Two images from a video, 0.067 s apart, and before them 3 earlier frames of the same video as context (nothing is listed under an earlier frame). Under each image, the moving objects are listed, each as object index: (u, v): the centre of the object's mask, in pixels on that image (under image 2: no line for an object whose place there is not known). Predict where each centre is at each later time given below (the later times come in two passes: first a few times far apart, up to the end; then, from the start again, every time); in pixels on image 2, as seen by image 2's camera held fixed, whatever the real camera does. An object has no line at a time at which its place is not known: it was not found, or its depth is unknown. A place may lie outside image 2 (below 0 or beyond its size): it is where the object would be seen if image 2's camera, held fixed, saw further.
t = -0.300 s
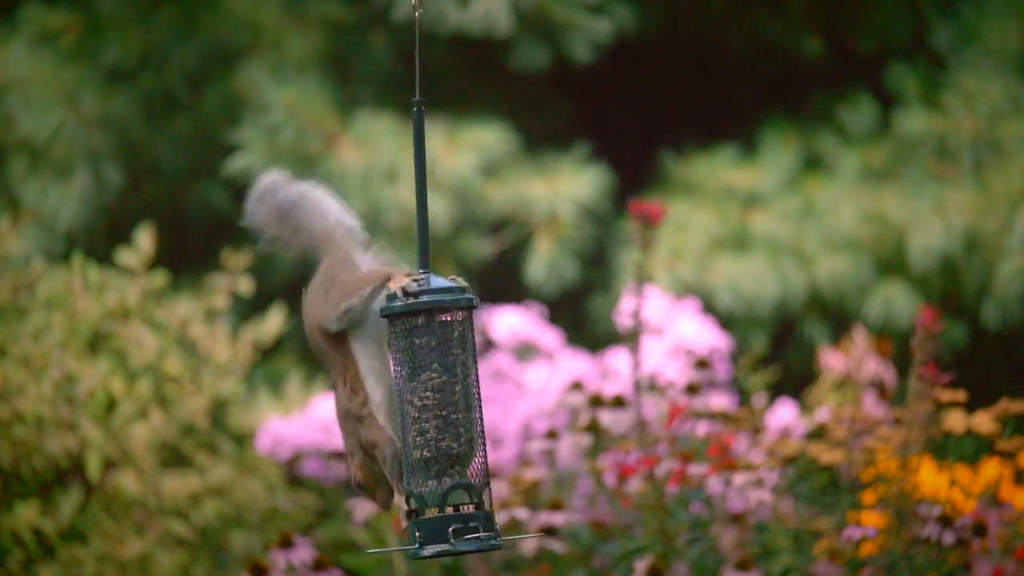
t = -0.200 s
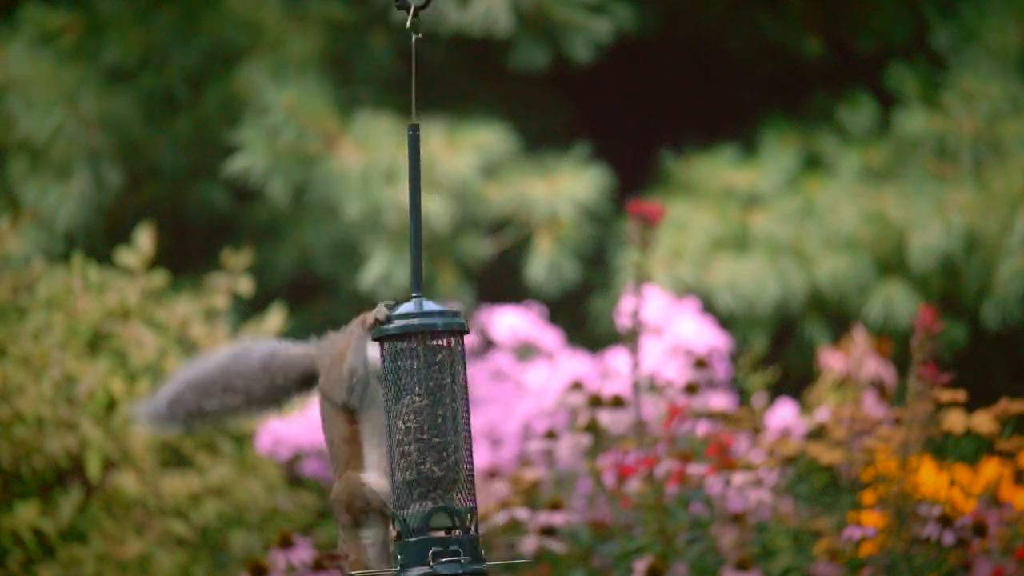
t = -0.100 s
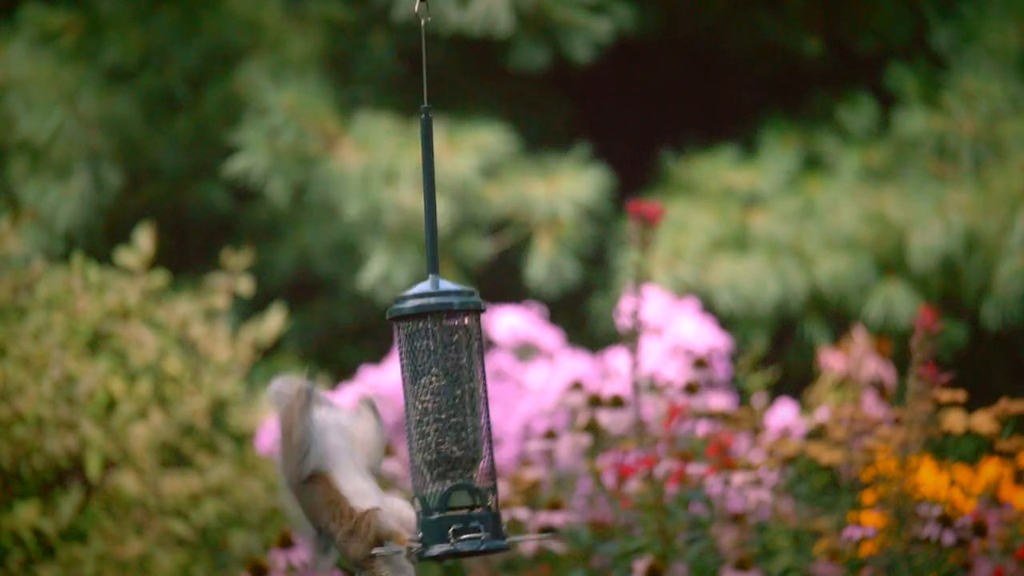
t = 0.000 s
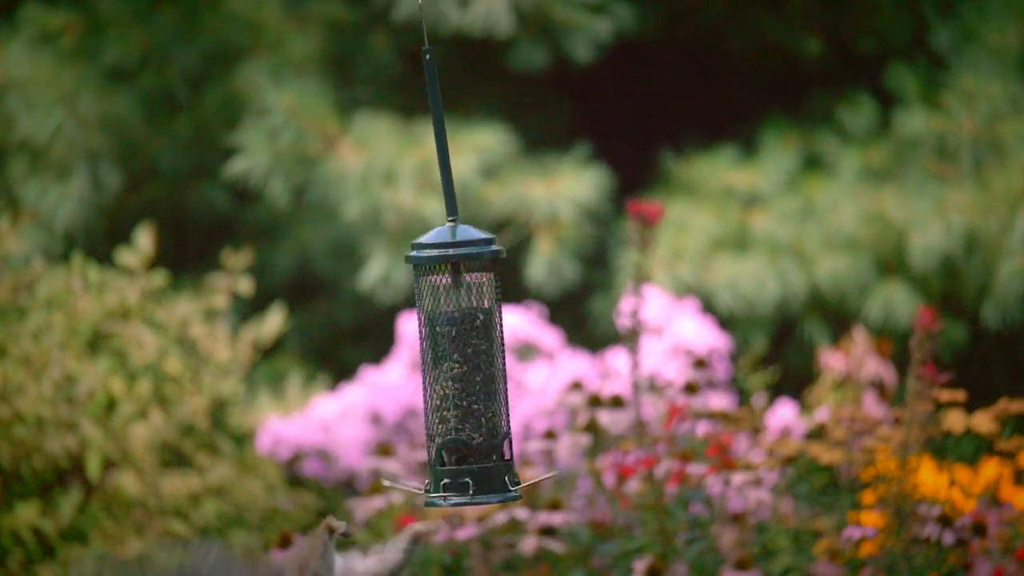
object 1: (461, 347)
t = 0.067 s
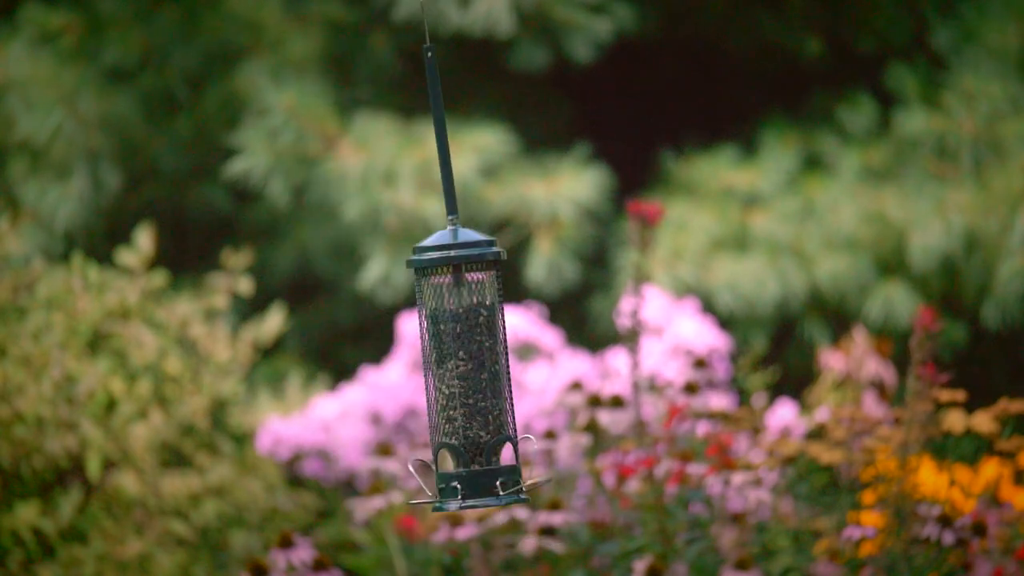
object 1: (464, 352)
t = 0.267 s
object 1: (452, 364)
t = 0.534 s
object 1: (398, 359)
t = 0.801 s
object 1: (377, 360)
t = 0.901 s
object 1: (385, 360)
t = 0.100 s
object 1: (464, 359)
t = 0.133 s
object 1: (465, 368)
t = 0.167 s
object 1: (463, 372)
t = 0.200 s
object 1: (460, 373)
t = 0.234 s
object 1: (456, 370)
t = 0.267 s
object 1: (452, 364)
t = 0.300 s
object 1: (446, 360)
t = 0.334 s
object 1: (439, 363)
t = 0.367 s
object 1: (432, 366)
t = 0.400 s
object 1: (426, 365)
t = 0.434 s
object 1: (419, 363)
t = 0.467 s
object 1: (411, 361)
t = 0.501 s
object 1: (404, 359)
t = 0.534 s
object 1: (398, 359)
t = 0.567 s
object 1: (393, 358)
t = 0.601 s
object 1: (388, 358)
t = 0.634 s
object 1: (383, 359)
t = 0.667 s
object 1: (380, 359)
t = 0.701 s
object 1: (377, 360)
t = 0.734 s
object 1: (376, 360)
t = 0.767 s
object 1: (376, 360)
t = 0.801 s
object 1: (377, 360)
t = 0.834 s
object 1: (379, 360)
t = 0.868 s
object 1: (382, 360)
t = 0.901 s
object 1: (385, 360)
